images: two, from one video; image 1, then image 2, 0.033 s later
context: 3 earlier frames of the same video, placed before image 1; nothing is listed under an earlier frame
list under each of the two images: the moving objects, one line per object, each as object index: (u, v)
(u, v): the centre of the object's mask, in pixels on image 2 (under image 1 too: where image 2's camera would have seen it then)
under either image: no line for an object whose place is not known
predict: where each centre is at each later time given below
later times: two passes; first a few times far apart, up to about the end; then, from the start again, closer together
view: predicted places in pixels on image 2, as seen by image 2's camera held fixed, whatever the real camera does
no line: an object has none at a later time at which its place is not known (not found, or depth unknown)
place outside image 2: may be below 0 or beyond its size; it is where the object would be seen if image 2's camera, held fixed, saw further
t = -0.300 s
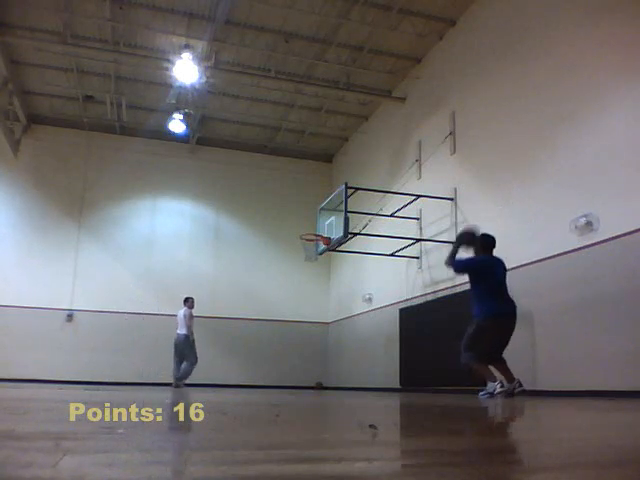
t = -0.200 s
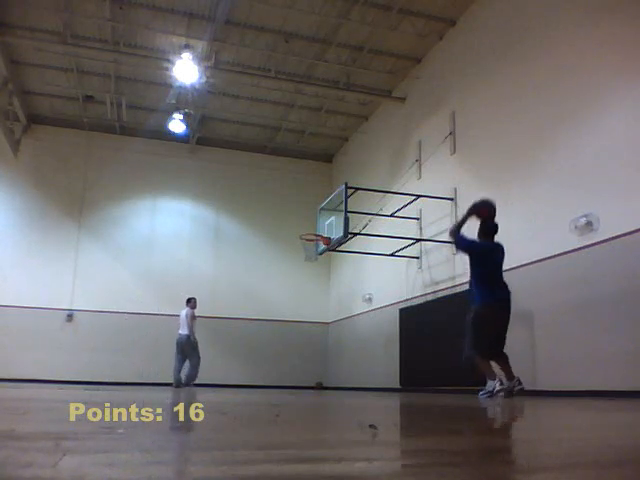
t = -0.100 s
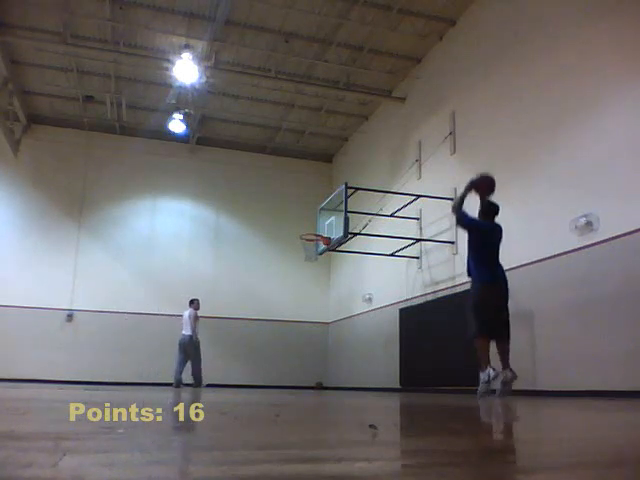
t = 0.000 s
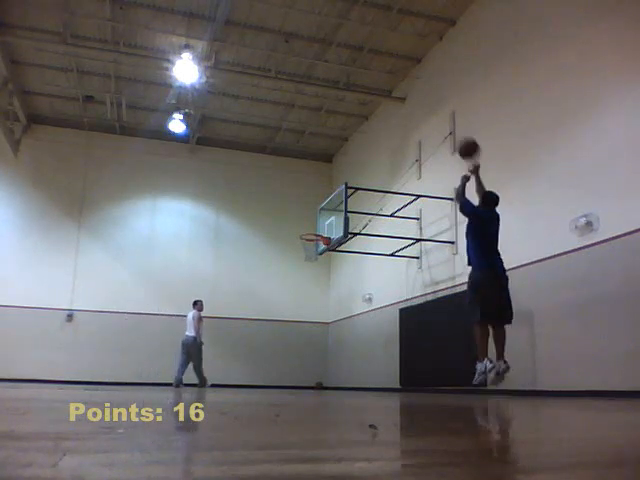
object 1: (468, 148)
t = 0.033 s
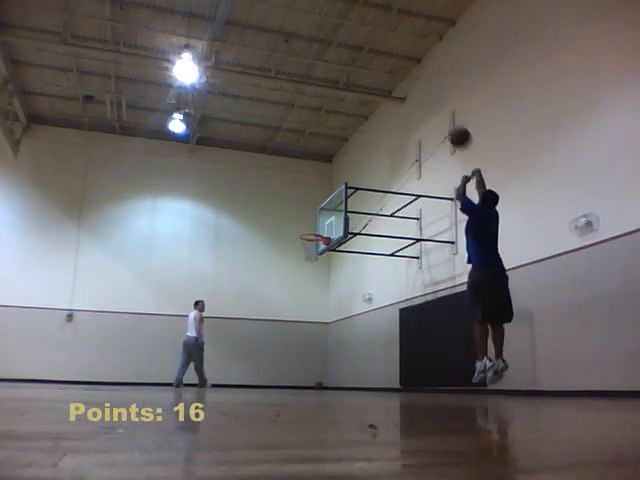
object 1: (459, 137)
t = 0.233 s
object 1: (420, 94)
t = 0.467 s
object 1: (386, 86)
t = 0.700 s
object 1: (358, 106)
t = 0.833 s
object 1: (345, 128)
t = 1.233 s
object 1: (310, 230)
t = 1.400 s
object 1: (309, 250)
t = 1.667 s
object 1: (319, 276)
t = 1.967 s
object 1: (329, 347)
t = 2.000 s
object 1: (330, 359)
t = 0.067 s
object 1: (453, 128)
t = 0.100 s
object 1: (445, 118)
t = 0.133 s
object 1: (438, 111)
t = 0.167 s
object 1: (431, 104)
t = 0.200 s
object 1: (425, 98)
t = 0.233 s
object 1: (420, 94)
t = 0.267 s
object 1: (414, 90)
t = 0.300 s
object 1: (409, 88)
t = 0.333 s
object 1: (404, 86)
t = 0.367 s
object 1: (399, 85)
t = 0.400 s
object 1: (394, 85)
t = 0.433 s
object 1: (390, 85)
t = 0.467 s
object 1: (386, 86)
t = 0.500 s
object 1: (381, 87)
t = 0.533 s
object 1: (376, 88)
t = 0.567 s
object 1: (373, 90)
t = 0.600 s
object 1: (369, 94)
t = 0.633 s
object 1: (365, 96)
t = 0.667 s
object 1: (362, 100)
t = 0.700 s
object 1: (358, 106)
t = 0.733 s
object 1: (355, 110)
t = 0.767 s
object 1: (351, 116)
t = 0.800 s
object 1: (347, 122)
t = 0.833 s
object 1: (345, 128)
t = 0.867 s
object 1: (342, 134)
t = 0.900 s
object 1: (340, 140)
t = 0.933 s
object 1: (335, 149)
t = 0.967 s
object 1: (331, 156)
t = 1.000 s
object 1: (329, 164)
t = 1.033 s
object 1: (327, 173)
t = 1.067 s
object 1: (324, 182)
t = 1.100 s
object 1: (321, 191)
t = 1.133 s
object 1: (318, 200)
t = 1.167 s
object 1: (315, 211)
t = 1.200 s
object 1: (313, 220)
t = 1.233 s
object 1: (310, 230)
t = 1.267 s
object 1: (309, 236)
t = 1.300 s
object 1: (307, 242)
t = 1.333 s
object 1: (307, 245)
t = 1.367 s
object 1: (308, 248)
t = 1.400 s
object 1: (309, 250)
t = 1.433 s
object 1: (311, 252)
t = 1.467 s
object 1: (312, 253)
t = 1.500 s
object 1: (313, 256)
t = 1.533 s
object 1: (314, 259)
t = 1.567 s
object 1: (316, 262)
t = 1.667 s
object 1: (319, 276)
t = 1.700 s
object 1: (320, 281)
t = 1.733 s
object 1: (321, 287)
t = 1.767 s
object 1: (322, 294)
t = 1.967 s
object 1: (329, 347)
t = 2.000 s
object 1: (330, 359)
